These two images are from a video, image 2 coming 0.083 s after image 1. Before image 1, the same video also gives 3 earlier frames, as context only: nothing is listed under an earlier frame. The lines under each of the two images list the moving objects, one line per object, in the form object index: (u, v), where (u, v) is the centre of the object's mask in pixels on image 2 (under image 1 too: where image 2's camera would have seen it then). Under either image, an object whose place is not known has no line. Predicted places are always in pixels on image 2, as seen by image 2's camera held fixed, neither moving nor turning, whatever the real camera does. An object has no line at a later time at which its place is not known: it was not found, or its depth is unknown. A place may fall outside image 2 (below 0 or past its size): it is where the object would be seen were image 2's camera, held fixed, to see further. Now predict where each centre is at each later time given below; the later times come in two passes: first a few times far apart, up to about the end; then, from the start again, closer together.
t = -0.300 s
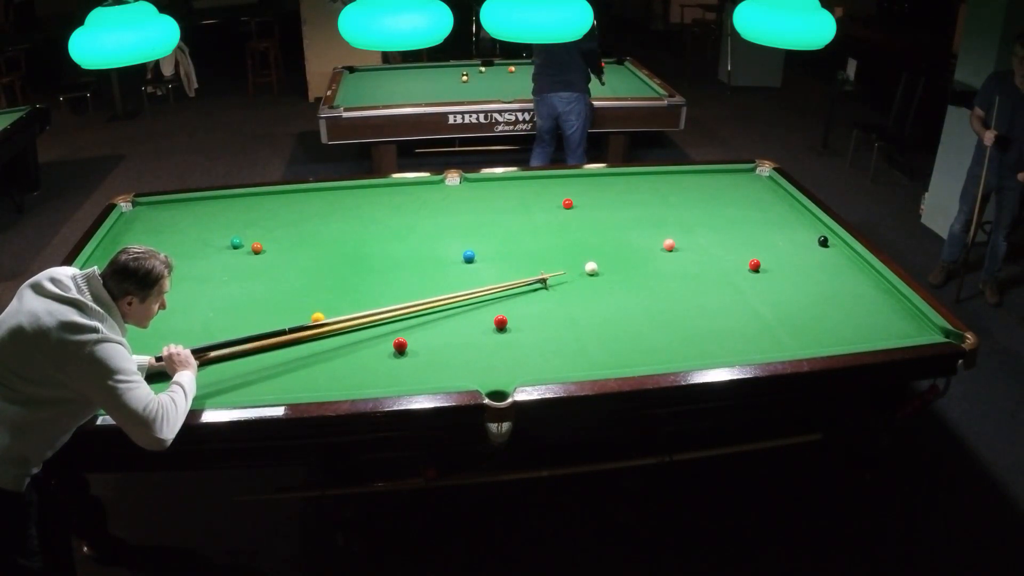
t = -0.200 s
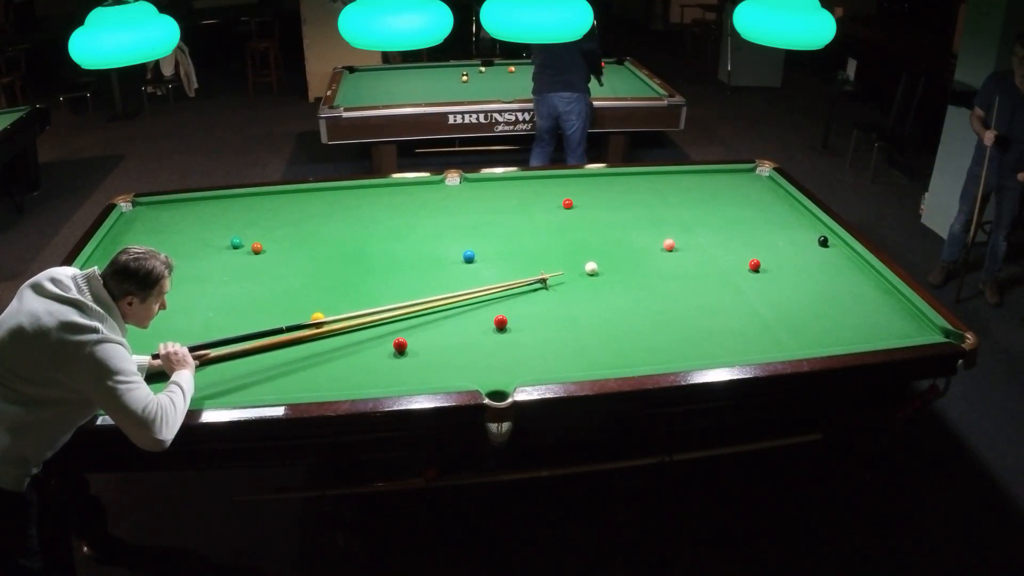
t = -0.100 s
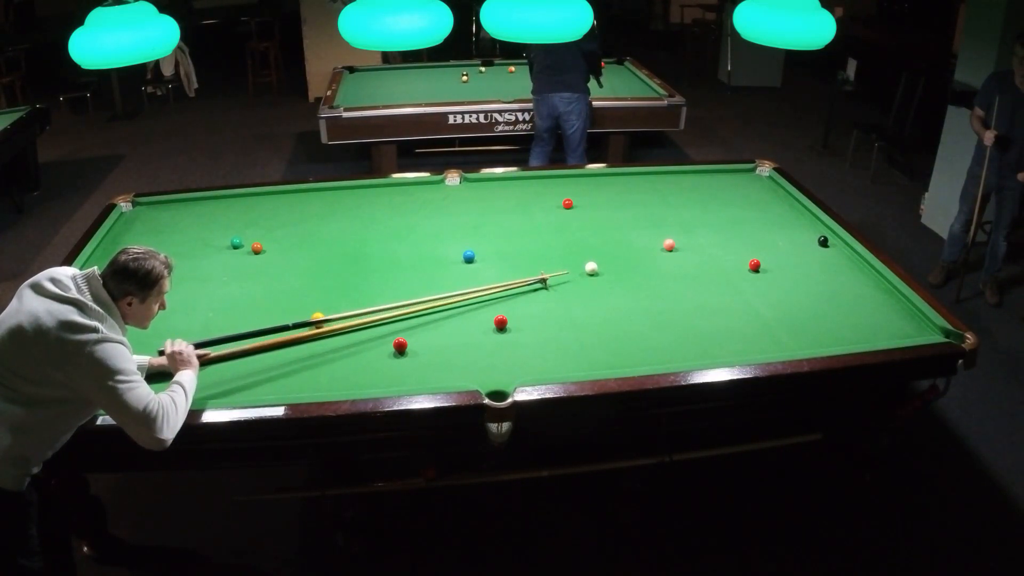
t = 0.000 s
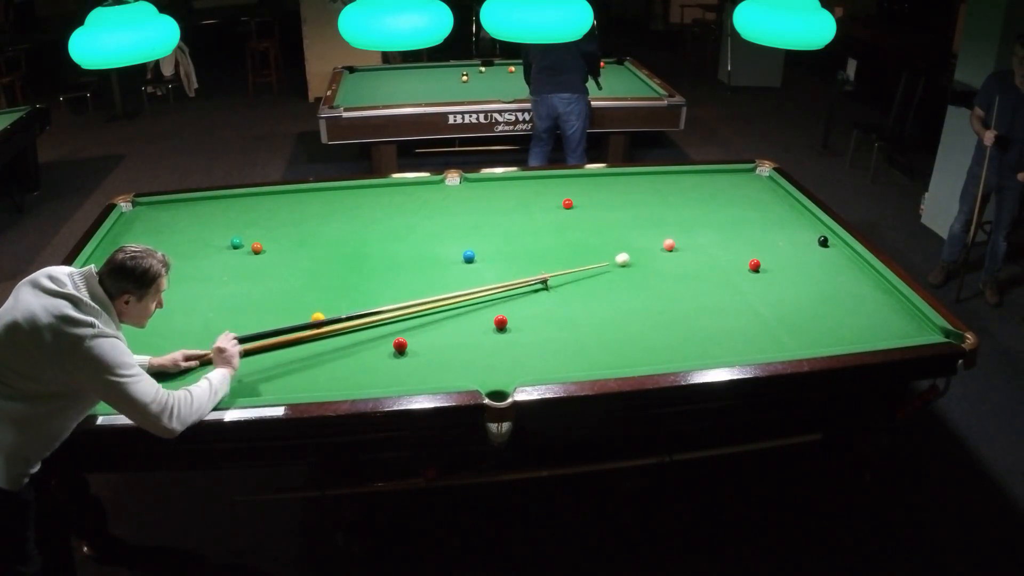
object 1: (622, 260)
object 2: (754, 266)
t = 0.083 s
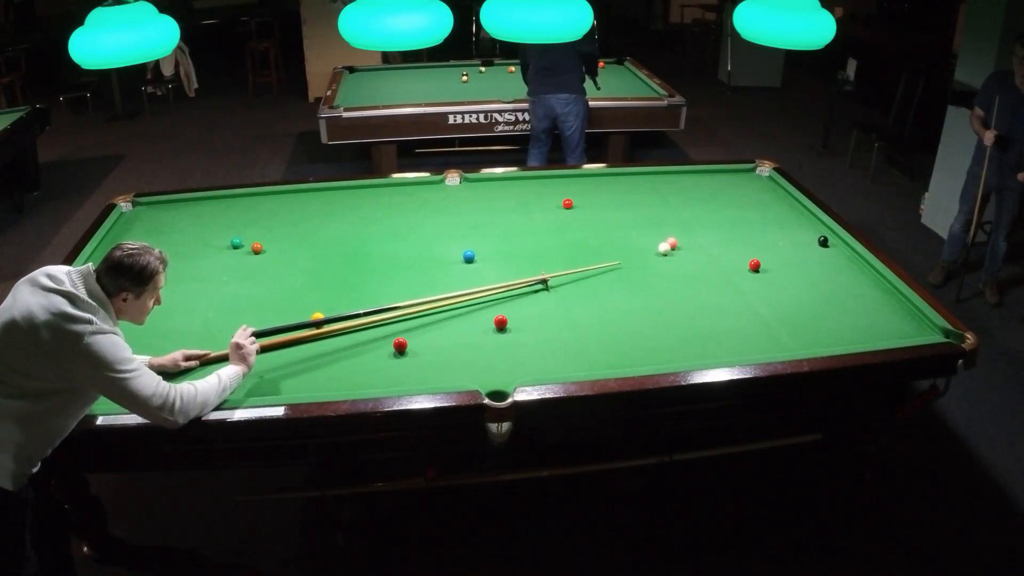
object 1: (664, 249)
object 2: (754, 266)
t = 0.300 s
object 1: (707, 257)
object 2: (754, 266)
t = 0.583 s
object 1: (759, 257)
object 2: (761, 270)
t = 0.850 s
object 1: (795, 253)
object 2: (778, 280)
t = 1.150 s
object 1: (831, 248)
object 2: (797, 290)
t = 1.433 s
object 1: (832, 246)
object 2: (813, 299)
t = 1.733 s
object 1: (804, 247)
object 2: (829, 306)
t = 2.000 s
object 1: (780, 247)
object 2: (842, 312)
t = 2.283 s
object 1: (756, 248)
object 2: (854, 319)
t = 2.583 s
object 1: (732, 249)
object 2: (865, 325)
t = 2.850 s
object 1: (712, 249)
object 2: (873, 329)
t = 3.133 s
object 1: (692, 250)
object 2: (881, 333)
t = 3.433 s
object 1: (672, 250)
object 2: (887, 335)
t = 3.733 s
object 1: (654, 250)
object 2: (891, 336)
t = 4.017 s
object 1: (639, 251)
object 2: (893, 336)
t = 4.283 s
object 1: (626, 251)
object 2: (892, 336)
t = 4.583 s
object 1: (614, 252)
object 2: (892, 336)
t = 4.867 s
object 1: (603, 252)
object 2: (892, 336)
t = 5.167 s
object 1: (595, 253)
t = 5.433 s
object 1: (588, 253)
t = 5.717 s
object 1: (583, 253)
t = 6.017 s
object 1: (579, 253)
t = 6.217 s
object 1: (578, 254)
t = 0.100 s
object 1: (667, 249)
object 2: (754, 266)
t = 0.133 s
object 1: (673, 252)
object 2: (754, 266)
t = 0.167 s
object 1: (679, 253)
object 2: (754, 266)
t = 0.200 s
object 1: (686, 255)
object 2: (754, 266)
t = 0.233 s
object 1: (693, 255)
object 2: (754, 266)
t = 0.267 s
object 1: (700, 256)
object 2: (754, 266)
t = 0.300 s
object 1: (707, 257)
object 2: (754, 266)
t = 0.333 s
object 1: (715, 257)
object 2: (754, 266)
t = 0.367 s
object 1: (722, 258)
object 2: (754, 266)
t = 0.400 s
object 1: (729, 259)
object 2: (754, 266)
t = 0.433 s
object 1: (736, 259)
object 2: (754, 266)
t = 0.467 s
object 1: (743, 260)
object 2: (754, 266)
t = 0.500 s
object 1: (748, 259)
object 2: (756, 267)
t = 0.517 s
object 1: (750, 258)
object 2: (757, 267)
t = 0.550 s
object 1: (755, 258)
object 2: (759, 269)
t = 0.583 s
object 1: (759, 257)
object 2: (761, 270)
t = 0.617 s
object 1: (764, 257)
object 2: (764, 271)
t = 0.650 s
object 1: (769, 256)
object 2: (766, 273)
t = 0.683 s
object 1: (774, 256)
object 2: (768, 274)
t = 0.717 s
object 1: (778, 255)
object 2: (770, 275)
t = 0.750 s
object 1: (782, 255)
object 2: (772, 276)
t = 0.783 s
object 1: (787, 254)
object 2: (774, 277)
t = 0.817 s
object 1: (791, 254)
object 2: (776, 278)
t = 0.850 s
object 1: (795, 253)
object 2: (778, 280)
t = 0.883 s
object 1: (800, 252)
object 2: (781, 281)
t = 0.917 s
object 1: (804, 252)
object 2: (783, 282)
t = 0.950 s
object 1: (808, 251)
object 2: (785, 283)
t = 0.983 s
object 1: (812, 251)
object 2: (787, 284)
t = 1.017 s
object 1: (816, 250)
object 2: (789, 286)
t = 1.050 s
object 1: (820, 250)
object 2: (791, 287)
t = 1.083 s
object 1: (824, 249)
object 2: (793, 288)
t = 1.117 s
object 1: (828, 249)
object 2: (795, 289)
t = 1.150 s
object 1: (831, 248)
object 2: (797, 290)
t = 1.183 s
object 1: (835, 247)
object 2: (799, 291)
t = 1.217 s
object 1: (839, 247)
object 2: (801, 292)
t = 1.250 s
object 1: (842, 246)
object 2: (802, 293)
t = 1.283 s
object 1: (846, 246)
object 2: (804, 294)
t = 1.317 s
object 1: (843, 246)
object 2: (806, 295)
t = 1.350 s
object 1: (840, 246)
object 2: (808, 296)
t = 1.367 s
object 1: (838, 246)
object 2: (809, 297)
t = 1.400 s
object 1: (835, 246)
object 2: (811, 298)
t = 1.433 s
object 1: (832, 246)
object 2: (813, 299)
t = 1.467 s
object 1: (829, 246)
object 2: (815, 300)
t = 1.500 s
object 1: (826, 247)
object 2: (817, 301)
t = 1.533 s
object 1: (822, 246)
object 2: (819, 302)
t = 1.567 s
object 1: (819, 247)
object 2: (820, 302)
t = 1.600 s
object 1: (816, 247)
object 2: (822, 302)
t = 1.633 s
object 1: (813, 247)
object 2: (824, 303)
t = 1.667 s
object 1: (810, 247)
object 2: (825, 304)
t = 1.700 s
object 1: (807, 247)
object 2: (827, 305)
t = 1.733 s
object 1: (804, 247)
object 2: (829, 306)
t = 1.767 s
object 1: (801, 247)
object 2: (830, 307)
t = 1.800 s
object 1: (798, 247)
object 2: (832, 307)
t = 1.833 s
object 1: (795, 247)
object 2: (834, 308)
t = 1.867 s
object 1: (792, 247)
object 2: (835, 309)
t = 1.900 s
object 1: (789, 247)
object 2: (837, 310)
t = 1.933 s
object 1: (786, 247)
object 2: (838, 311)
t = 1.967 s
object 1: (783, 247)
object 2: (840, 312)
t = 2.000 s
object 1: (780, 247)
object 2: (842, 312)
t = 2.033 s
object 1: (777, 248)
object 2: (843, 313)
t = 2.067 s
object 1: (774, 248)
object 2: (844, 314)
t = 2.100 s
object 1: (771, 248)
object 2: (846, 315)
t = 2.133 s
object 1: (769, 248)
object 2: (847, 315)
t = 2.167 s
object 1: (766, 248)
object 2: (849, 316)
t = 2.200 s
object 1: (763, 248)
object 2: (850, 317)
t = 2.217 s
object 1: (761, 248)
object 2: (851, 317)
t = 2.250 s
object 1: (759, 248)
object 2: (852, 318)
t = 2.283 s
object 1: (756, 248)
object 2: (854, 319)
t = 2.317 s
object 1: (753, 248)
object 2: (855, 319)
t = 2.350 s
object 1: (750, 248)
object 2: (856, 320)
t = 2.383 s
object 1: (748, 248)
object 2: (858, 321)
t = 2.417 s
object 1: (745, 248)
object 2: (859, 322)
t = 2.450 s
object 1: (742, 248)
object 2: (860, 322)
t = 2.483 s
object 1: (740, 249)
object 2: (861, 323)
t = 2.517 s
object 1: (737, 249)
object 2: (863, 323)
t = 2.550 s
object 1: (734, 249)
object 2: (864, 324)
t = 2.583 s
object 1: (732, 249)
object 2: (865, 325)
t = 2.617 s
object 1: (729, 249)
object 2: (866, 325)
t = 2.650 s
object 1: (727, 249)
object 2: (867, 326)
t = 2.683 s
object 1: (724, 249)
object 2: (868, 326)
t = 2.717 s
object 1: (722, 249)
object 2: (869, 327)
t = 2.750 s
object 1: (719, 249)
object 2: (870, 328)
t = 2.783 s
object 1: (717, 249)
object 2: (871, 328)
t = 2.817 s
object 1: (714, 249)
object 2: (872, 329)
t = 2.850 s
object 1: (712, 249)
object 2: (873, 329)
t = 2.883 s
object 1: (709, 249)
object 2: (874, 330)
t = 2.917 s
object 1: (707, 249)
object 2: (875, 330)
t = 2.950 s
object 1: (704, 249)
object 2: (876, 331)
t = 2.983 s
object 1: (702, 249)
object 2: (877, 331)
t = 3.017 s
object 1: (700, 249)
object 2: (878, 332)
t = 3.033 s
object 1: (699, 249)
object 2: (879, 332)
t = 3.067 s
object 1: (696, 249)
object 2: (879, 332)
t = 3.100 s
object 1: (694, 249)
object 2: (880, 333)
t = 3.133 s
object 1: (692, 250)
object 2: (881, 333)
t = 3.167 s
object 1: (689, 249)
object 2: (882, 333)
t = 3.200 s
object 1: (687, 250)
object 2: (882, 334)
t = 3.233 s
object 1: (685, 250)
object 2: (883, 334)
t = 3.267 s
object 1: (682, 250)
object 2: (884, 334)
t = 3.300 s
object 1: (680, 250)
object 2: (884, 334)
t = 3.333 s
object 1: (678, 250)
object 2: (885, 335)
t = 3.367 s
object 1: (676, 250)
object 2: (886, 335)
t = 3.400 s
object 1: (674, 250)
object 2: (886, 335)
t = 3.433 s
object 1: (672, 250)
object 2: (887, 335)
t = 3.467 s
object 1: (670, 250)
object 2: (887, 335)
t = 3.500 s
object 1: (668, 250)
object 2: (888, 335)
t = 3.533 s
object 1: (666, 250)
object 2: (889, 336)
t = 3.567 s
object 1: (664, 250)
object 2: (889, 335)
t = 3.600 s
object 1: (662, 250)
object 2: (889, 336)
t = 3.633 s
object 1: (660, 250)
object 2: (890, 336)
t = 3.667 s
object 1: (658, 250)
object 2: (890, 336)
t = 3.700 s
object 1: (656, 250)
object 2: (891, 336)
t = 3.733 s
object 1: (654, 250)
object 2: (891, 336)
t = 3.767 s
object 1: (652, 250)
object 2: (891, 336)
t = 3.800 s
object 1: (651, 250)
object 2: (891, 336)
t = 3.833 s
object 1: (649, 250)
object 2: (892, 336)
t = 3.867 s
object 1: (647, 251)
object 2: (892, 336)
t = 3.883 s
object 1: (646, 251)
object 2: (892, 336)
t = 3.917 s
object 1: (644, 251)
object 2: (892, 336)
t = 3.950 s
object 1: (642, 251)
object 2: (892, 336)
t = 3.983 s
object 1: (641, 251)
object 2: (892, 336)
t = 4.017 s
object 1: (639, 251)
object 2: (893, 336)
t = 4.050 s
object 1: (637, 251)
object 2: (893, 336)
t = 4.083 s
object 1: (636, 251)
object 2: (893, 336)
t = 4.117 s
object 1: (634, 251)
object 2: (893, 336)
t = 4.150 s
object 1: (632, 251)
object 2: (893, 336)
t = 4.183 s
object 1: (631, 251)
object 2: (893, 336)
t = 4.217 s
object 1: (629, 251)
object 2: (893, 336)
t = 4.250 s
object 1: (628, 251)
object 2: (893, 336)
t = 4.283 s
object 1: (626, 251)
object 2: (892, 336)
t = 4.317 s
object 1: (625, 251)
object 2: (892, 336)
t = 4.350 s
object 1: (623, 251)
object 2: (892, 336)
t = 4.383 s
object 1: (622, 252)
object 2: (892, 336)
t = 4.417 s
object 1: (621, 252)
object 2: (892, 336)
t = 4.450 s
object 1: (619, 252)
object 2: (892, 336)
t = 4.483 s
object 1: (618, 252)
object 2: (892, 336)
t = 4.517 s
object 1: (616, 252)
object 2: (892, 336)
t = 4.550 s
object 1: (615, 252)
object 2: (892, 336)
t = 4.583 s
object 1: (614, 252)
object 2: (892, 336)
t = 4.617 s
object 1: (612, 252)
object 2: (892, 336)
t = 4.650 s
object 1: (611, 252)
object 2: (892, 336)
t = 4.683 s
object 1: (610, 252)
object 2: (892, 336)
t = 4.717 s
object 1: (609, 252)
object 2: (892, 336)
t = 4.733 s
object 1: (608, 252)
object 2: (892, 336)
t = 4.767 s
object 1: (607, 252)
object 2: (892, 336)
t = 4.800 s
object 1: (606, 252)
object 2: (892, 336)
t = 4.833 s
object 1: (605, 252)
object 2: (892, 336)
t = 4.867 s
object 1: (603, 252)
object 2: (892, 336)
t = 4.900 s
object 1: (602, 252)
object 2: (892, 336)
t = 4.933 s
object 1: (601, 253)
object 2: (892, 336)
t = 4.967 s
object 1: (600, 253)
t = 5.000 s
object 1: (599, 253)
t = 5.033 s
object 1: (598, 253)
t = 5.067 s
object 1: (597, 253)
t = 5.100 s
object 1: (596, 253)
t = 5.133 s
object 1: (595, 253)
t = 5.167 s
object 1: (595, 253)
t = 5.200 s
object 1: (594, 253)
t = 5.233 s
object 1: (593, 253)
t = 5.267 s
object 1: (592, 253)
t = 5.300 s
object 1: (591, 253)
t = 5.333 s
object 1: (590, 253)
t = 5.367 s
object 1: (589, 253)
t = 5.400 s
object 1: (589, 253)
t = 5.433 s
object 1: (588, 253)
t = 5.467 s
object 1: (587, 253)
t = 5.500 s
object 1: (587, 253)
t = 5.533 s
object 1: (586, 253)
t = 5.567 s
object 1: (585, 253)
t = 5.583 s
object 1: (585, 253)
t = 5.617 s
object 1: (585, 253)
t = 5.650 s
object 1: (584, 253)
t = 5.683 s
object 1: (583, 253)
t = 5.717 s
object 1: (583, 253)
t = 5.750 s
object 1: (582, 253)
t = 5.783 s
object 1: (582, 253)
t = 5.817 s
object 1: (582, 253)
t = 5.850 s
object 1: (581, 253)
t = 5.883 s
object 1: (581, 253)
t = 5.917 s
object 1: (580, 253)
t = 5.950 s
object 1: (580, 253)
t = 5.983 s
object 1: (579, 253)
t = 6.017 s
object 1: (579, 253)
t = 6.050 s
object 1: (579, 253)
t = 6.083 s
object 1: (579, 253)
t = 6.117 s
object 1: (578, 254)
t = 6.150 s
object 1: (578, 254)
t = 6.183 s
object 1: (578, 254)
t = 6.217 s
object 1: (578, 254)
